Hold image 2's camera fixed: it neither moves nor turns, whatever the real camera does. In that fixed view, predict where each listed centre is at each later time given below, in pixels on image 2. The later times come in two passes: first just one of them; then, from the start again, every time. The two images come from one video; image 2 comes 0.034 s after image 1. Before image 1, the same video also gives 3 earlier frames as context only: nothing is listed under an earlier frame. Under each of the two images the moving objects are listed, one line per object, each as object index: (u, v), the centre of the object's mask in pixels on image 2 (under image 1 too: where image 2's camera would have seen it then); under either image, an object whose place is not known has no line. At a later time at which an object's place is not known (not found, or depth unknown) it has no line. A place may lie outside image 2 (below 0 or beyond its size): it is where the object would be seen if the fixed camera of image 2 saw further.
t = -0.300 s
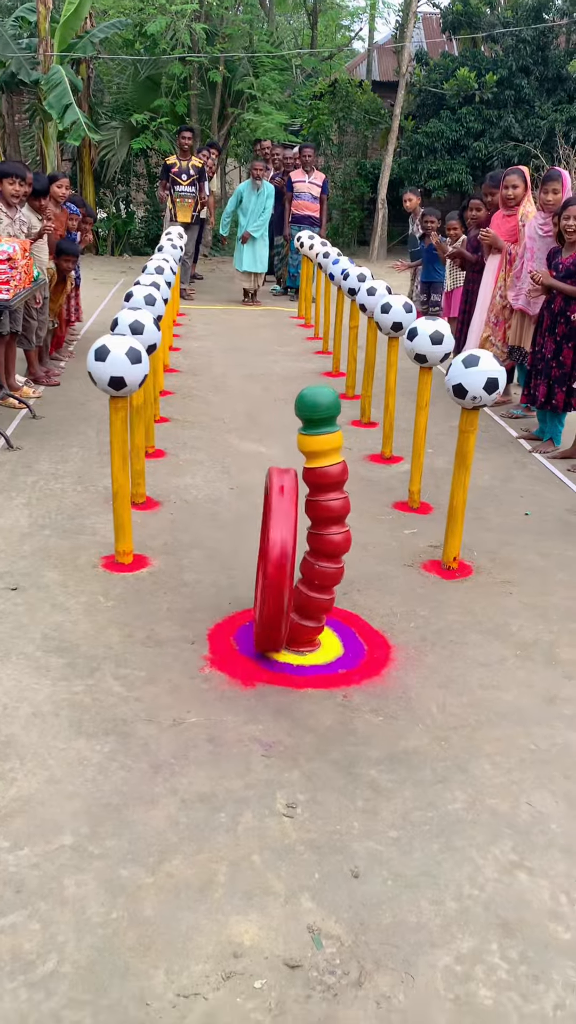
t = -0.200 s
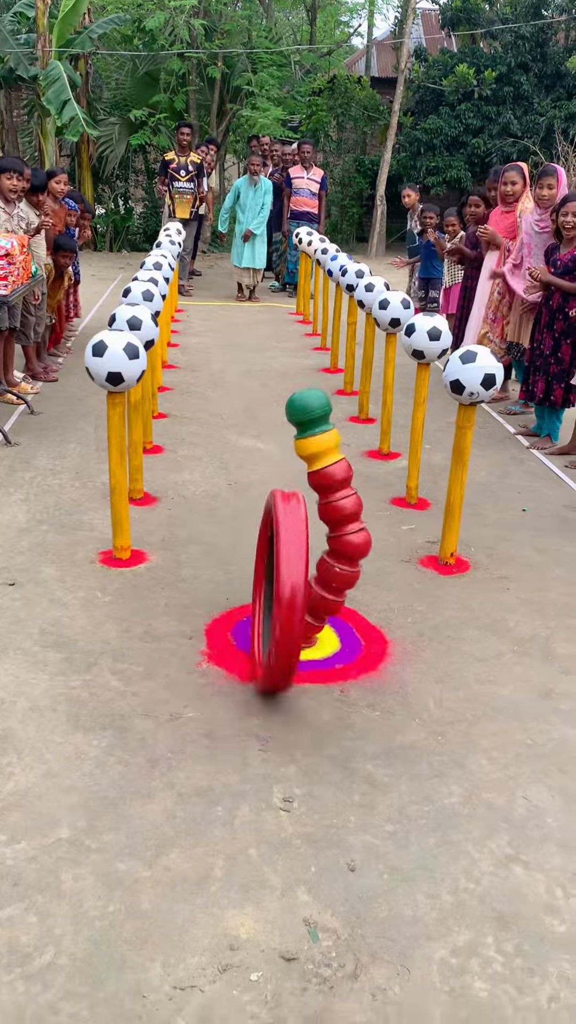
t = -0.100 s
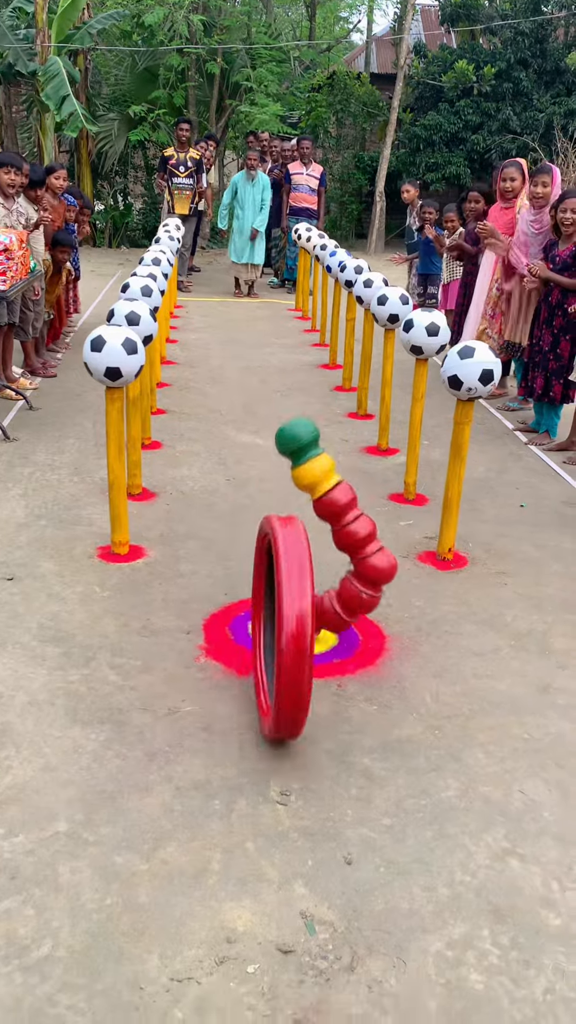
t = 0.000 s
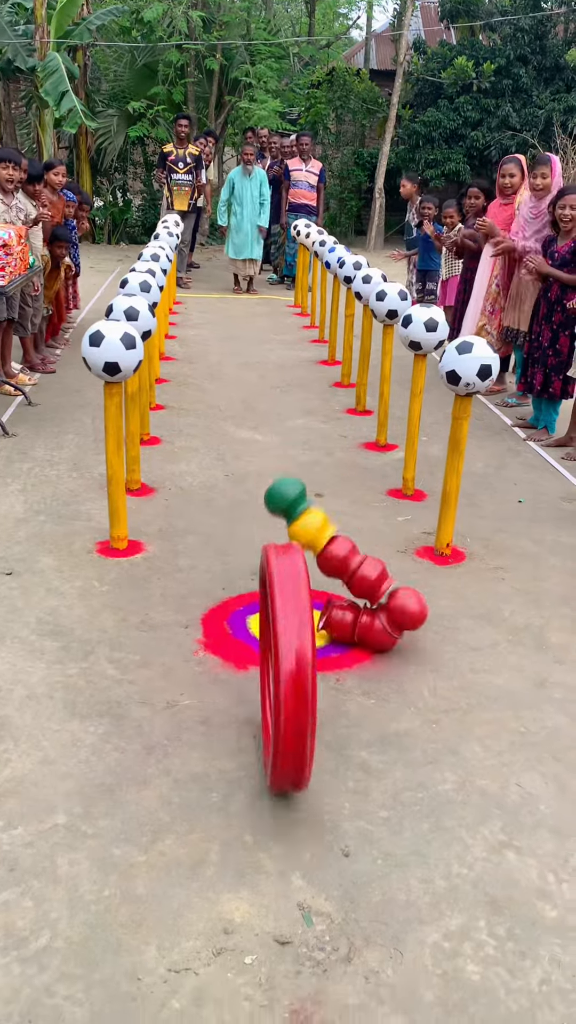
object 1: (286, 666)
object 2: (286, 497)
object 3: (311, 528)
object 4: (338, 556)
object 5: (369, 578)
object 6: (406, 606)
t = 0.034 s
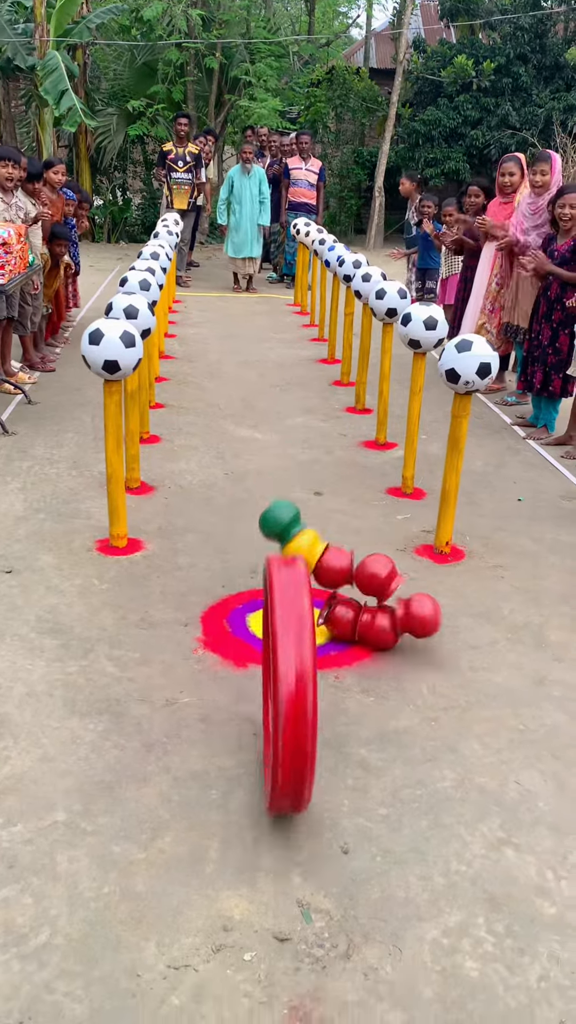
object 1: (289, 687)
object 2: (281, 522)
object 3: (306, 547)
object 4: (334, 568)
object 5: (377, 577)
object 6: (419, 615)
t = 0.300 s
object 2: (178, 559)
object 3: (277, 576)
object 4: (346, 580)
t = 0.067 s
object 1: (292, 711)
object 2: (270, 543)
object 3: (294, 562)
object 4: (331, 568)
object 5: (383, 576)
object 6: (434, 626)
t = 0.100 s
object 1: (295, 729)
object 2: (256, 553)
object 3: (291, 568)
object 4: (333, 565)
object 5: (392, 579)
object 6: (449, 635)
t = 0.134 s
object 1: (299, 747)
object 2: (242, 567)
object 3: (287, 571)
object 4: (336, 562)
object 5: (399, 586)
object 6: (468, 637)
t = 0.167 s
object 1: (303, 776)
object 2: (225, 579)
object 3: (283, 575)
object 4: (338, 564)
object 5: (406, 595)
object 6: (487, 644)
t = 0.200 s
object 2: (212, 570)
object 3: (280, 582)
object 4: (340, 570)
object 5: (412, 608)
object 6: (501, 649)
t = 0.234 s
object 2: (197, 568)
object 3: (279, 582)
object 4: (341, 578)
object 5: (417, 624)
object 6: (512, 645)
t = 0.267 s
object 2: (186, 564)
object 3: (278, 578)
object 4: (343, 583)
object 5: (425, 638)
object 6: (524, 643)
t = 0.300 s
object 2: (178, 559)
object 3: (277, 576)
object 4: (346, 580)
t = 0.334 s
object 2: (171, 556)
